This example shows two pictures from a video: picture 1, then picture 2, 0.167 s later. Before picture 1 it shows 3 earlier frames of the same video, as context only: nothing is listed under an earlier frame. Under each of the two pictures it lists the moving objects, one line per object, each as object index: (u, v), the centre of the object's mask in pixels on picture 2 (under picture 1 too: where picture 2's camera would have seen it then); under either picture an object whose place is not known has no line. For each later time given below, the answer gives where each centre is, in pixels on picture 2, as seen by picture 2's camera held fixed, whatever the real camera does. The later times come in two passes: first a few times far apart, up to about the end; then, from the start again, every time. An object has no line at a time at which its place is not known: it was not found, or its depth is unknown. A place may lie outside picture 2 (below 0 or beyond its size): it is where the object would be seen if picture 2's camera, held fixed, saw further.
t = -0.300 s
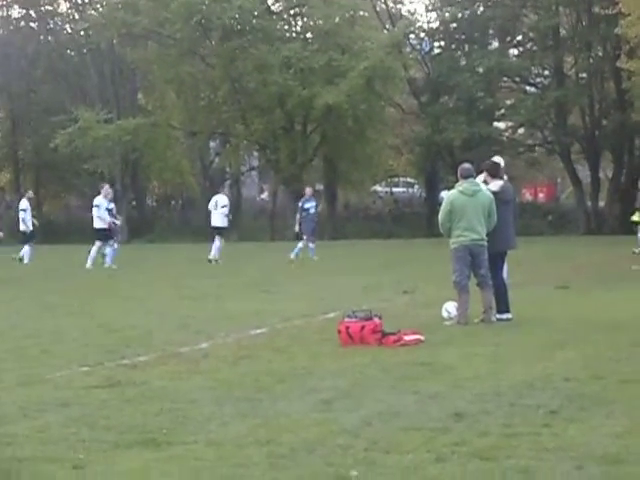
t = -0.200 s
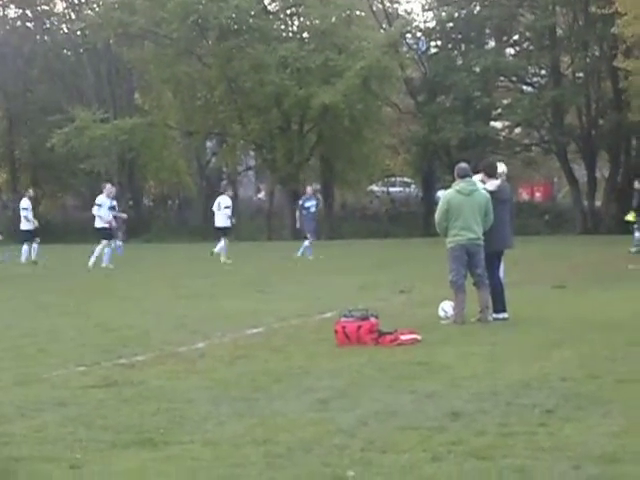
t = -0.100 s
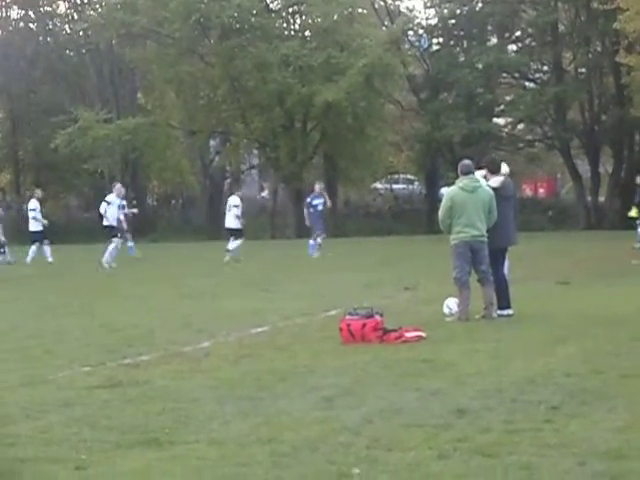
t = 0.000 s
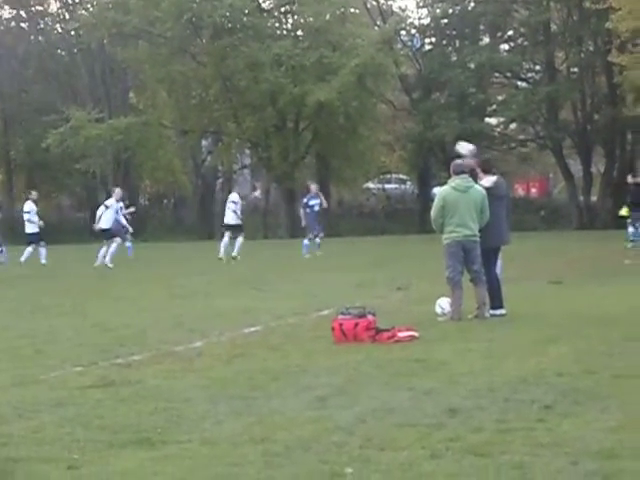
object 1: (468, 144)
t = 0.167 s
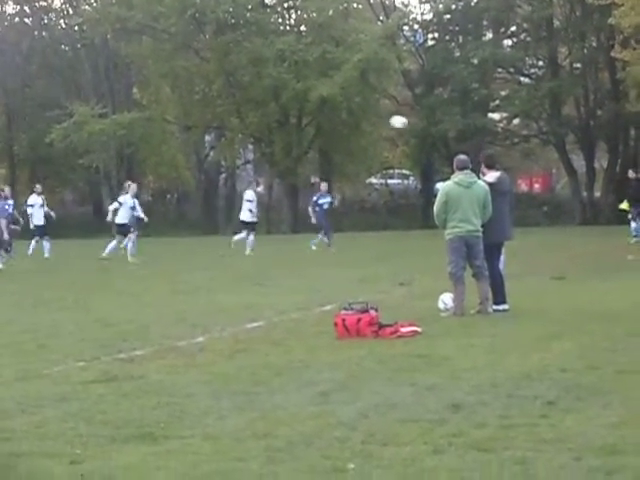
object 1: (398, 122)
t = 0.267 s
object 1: (360, 118)
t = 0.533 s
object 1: (268, 129)
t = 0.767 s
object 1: (198, 164)
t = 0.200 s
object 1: (385, 120)
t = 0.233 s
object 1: (372, 118)
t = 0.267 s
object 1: (360, 118)
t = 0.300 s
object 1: (347, 117)
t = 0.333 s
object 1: (336, 117)
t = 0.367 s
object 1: (324, 117)
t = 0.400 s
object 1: (312, 119)
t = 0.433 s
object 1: (301, 121)
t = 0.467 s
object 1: (289, 123)
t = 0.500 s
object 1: (278, 126)
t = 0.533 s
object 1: (268, 129)
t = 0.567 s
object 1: (257, 133)
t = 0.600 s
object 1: (247, 136)
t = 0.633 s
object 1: (237, 141)
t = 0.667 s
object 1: (227, 146)
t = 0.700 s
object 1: (217, 152)
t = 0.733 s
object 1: (208, 158)
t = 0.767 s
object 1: (198, 164)
